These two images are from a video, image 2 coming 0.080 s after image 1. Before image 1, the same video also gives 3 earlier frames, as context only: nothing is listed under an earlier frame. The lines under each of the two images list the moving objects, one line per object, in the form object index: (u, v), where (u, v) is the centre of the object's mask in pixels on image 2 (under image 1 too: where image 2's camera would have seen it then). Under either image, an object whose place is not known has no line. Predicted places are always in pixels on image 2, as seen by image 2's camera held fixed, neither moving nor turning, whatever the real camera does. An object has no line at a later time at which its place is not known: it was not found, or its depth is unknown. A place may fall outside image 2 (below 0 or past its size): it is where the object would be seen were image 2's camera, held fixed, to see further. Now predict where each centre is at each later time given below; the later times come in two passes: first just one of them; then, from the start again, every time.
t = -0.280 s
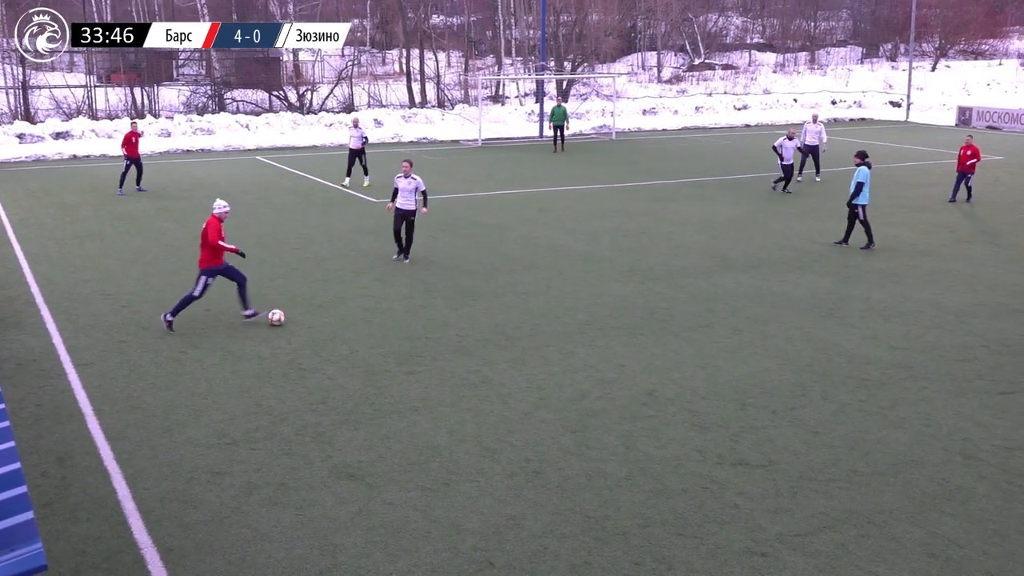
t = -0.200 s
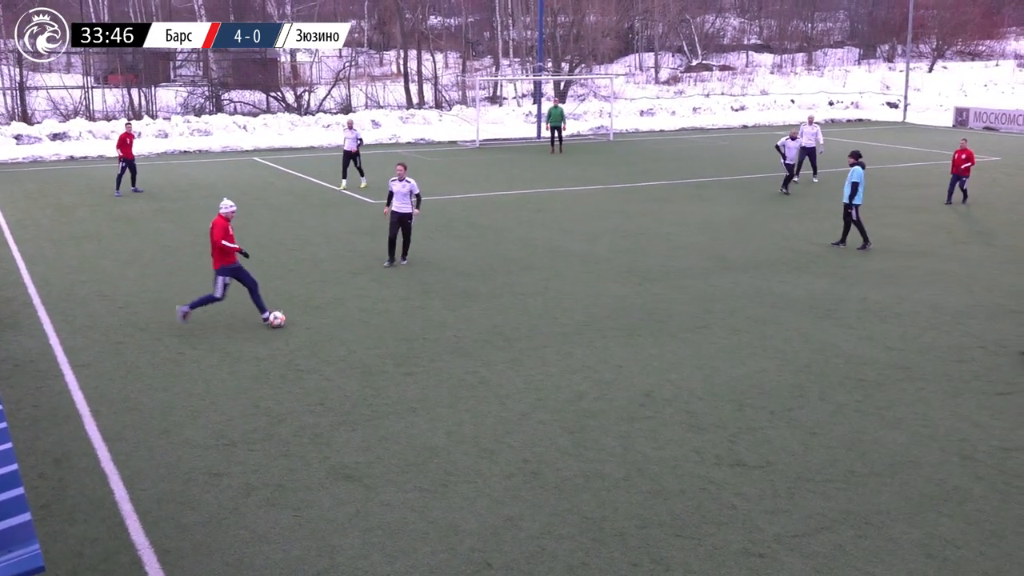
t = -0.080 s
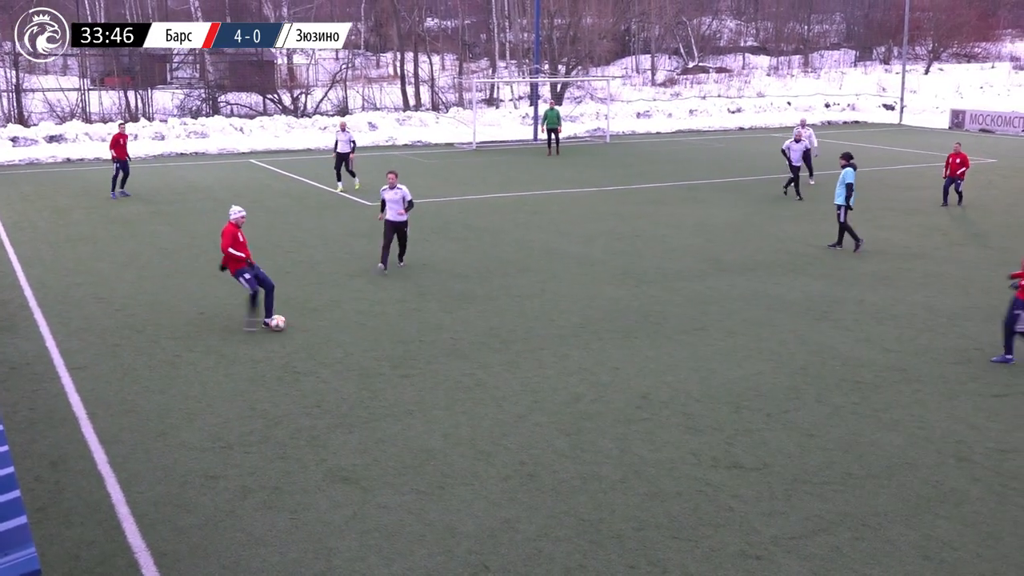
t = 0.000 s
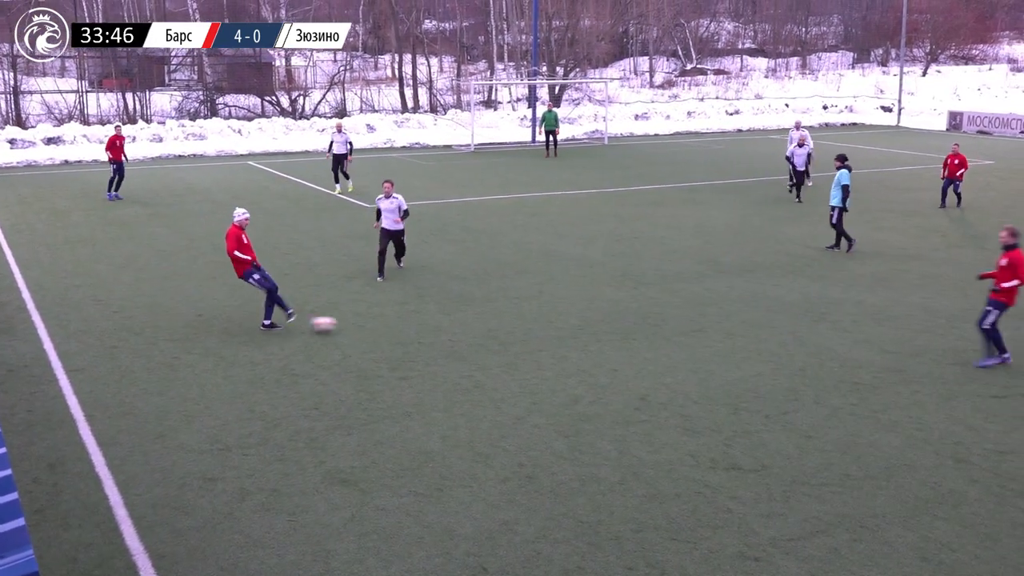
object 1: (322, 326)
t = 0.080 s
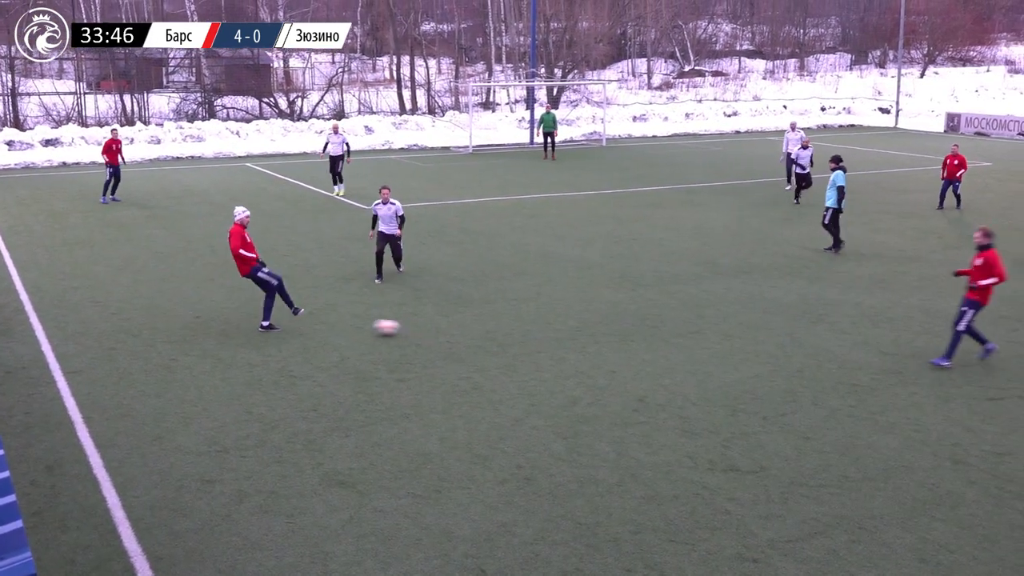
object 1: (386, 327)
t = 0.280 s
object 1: (537, 328)
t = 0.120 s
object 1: (418, 328)
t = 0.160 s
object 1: (448, 326)
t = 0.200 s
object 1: (478, 325)
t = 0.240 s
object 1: (507, 325)
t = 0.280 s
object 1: (537, 328)
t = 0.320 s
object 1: (566, 331)
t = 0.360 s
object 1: (594, 329)
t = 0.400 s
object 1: (621, 329)
